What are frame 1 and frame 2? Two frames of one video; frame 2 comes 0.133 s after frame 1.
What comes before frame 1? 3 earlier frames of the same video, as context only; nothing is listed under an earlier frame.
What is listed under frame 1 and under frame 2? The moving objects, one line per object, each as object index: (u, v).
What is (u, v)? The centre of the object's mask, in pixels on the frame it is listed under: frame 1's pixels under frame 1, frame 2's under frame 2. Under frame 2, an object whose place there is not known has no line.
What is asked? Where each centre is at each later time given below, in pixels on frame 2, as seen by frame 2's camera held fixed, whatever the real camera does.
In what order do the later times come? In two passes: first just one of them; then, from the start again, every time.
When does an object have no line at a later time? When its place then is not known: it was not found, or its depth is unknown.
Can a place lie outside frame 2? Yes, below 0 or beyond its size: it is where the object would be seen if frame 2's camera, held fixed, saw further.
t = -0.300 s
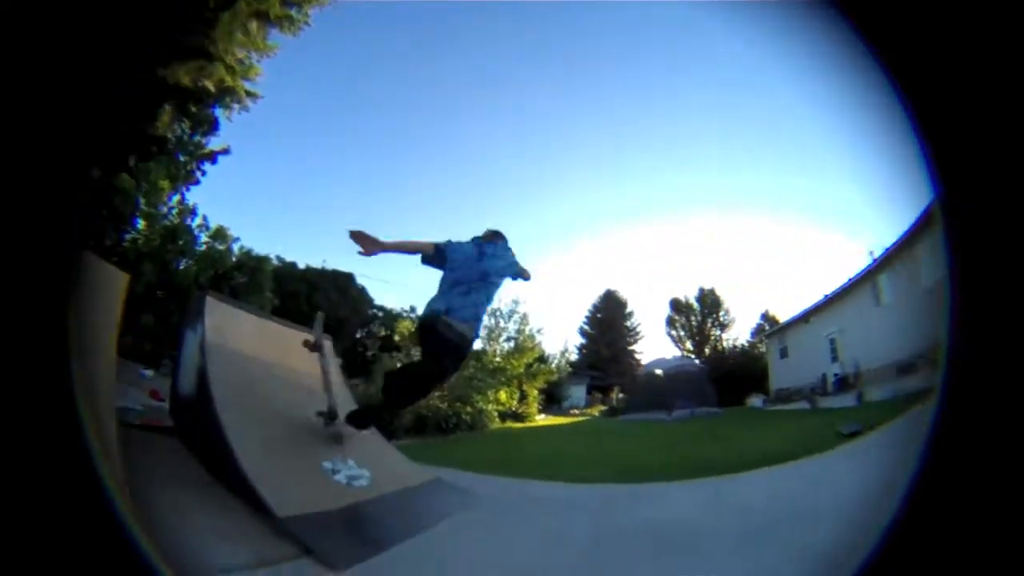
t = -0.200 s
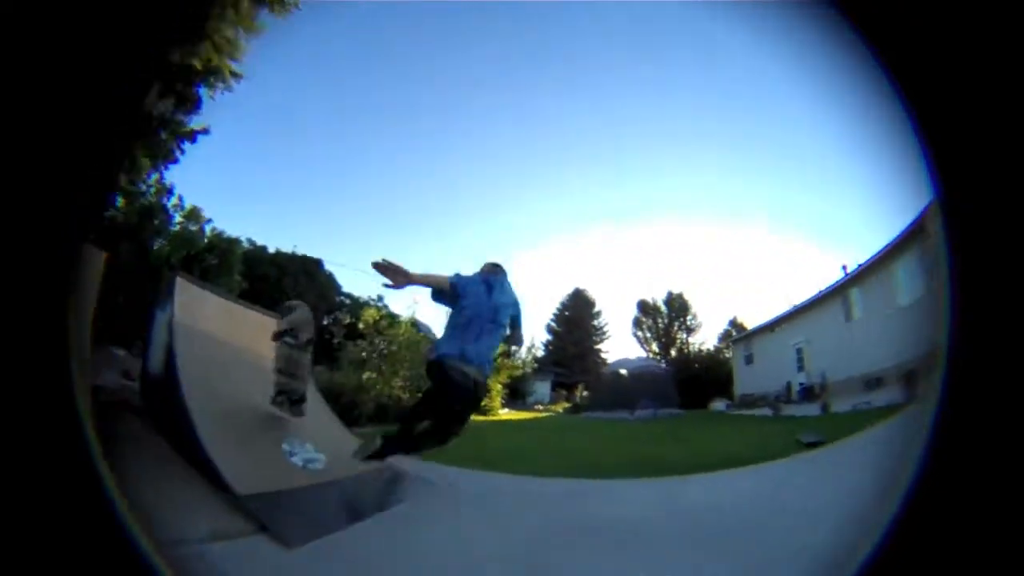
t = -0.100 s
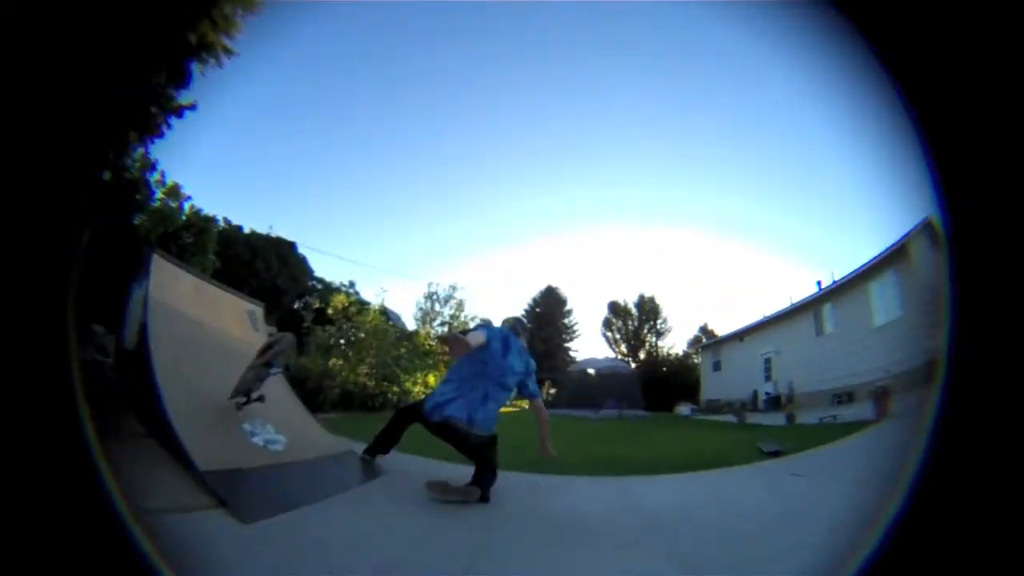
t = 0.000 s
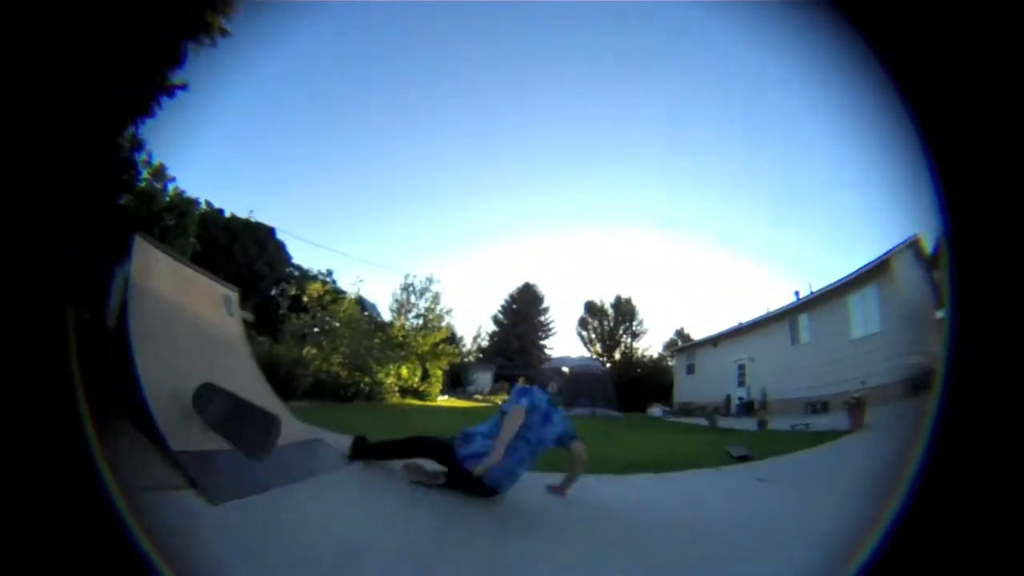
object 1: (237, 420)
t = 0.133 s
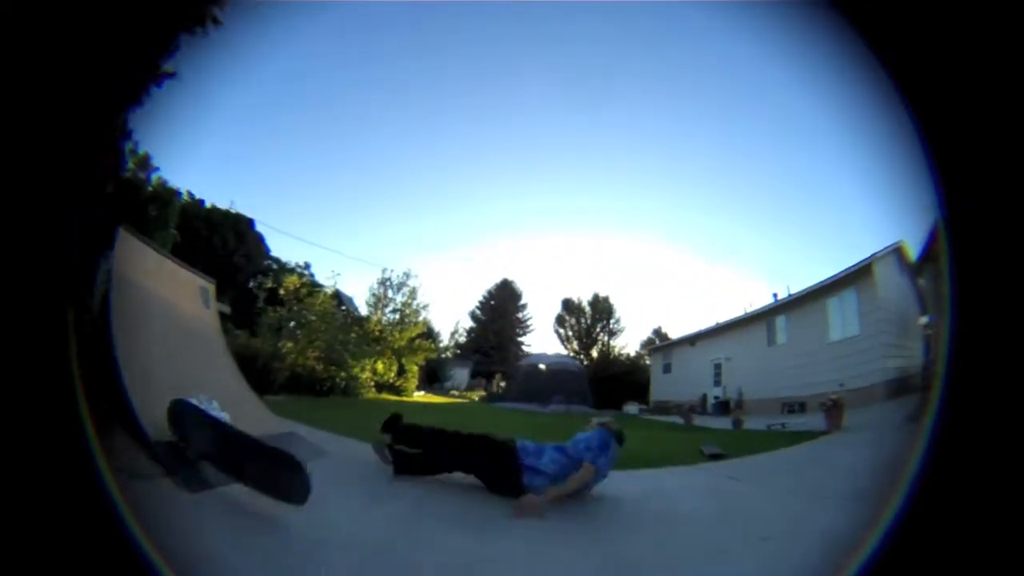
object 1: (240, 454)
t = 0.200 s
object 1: (257, 469)
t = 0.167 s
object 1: (246, 461)
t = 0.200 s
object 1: (257, 469)
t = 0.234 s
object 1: (266, 478)
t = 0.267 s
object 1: (273, 483)
